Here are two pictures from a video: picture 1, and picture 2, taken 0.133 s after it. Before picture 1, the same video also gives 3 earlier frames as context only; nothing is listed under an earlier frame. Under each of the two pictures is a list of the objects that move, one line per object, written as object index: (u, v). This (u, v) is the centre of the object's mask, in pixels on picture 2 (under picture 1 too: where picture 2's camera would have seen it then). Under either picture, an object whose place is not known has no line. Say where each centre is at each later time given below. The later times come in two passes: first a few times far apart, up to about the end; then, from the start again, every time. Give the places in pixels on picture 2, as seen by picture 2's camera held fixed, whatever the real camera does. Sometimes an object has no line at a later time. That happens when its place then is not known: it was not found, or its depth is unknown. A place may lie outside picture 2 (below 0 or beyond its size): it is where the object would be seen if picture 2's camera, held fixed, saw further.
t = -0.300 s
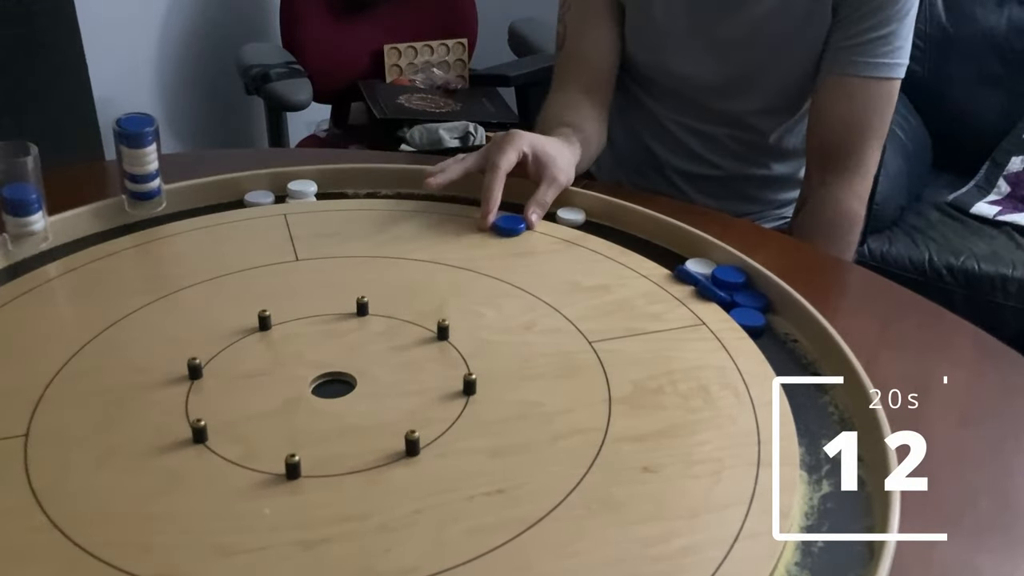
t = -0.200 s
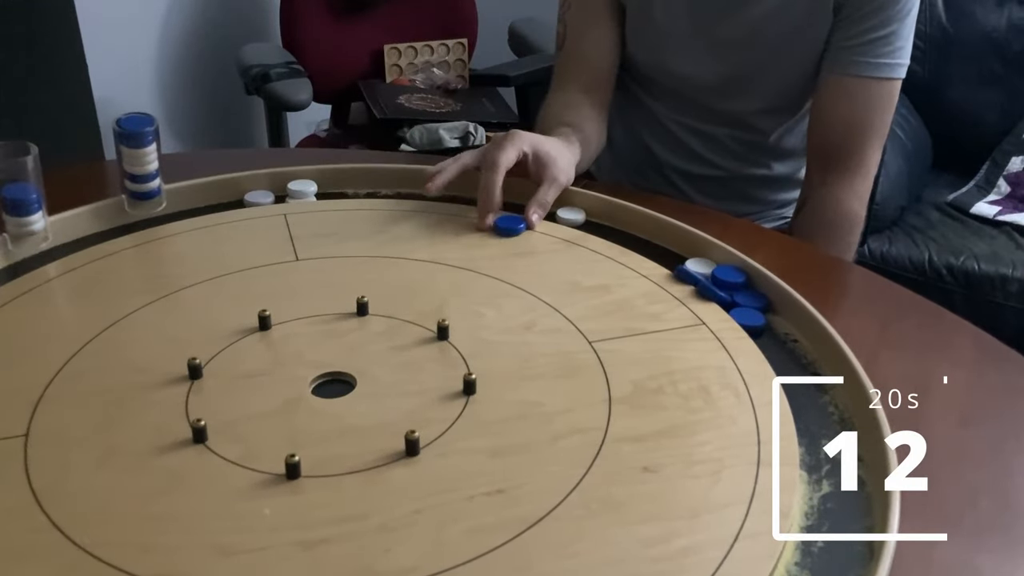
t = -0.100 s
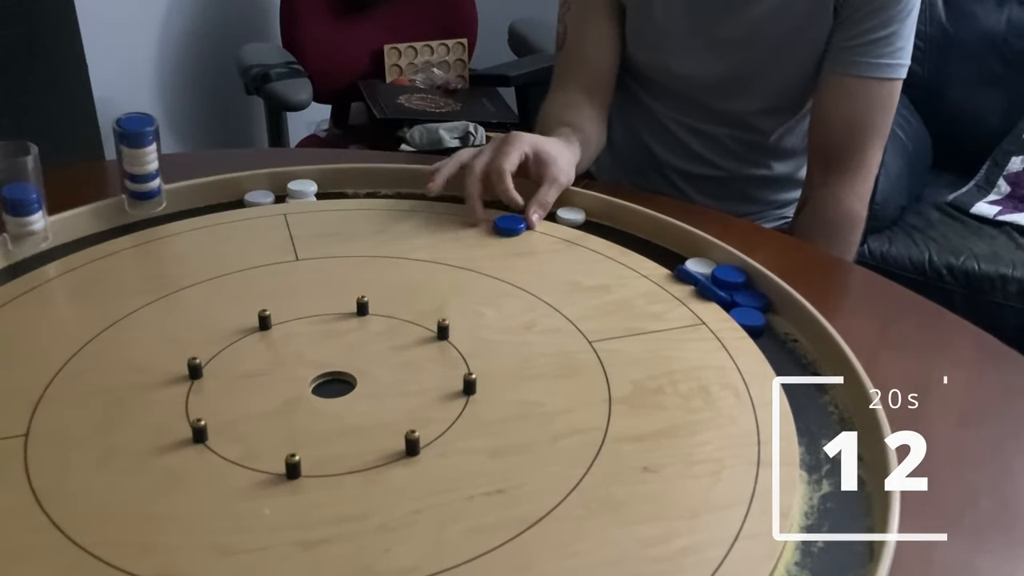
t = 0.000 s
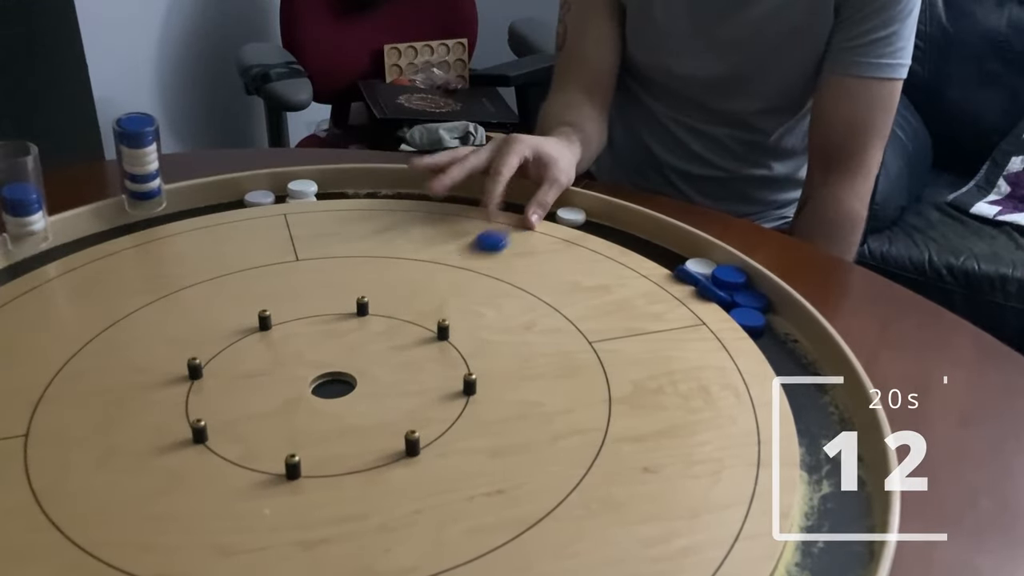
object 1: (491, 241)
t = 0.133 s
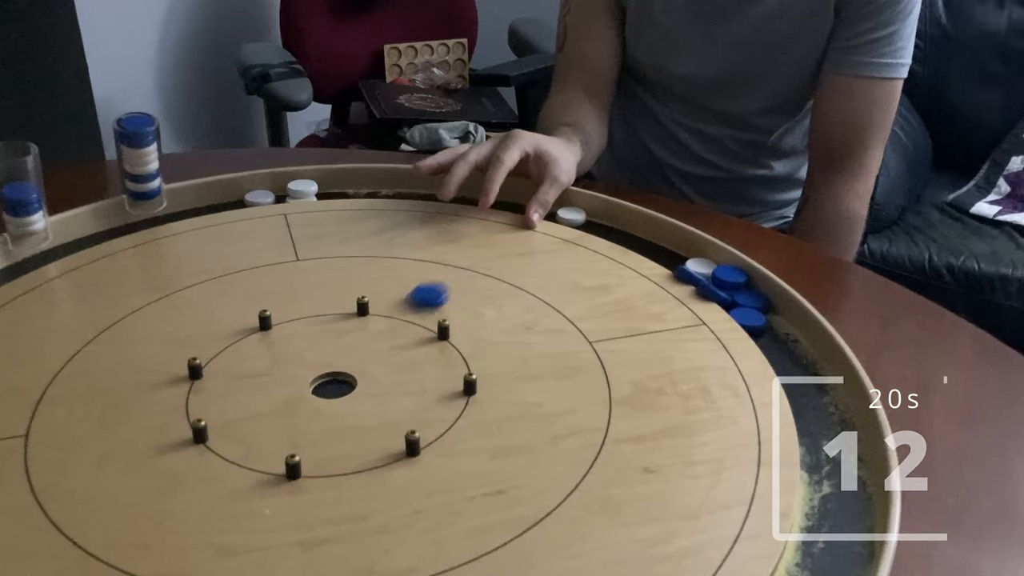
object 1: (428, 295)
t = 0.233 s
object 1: (380, 337)
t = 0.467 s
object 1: (332, 380)
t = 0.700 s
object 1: (332, 384)
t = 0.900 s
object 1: (332, 384)
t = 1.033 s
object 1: (332, 384)
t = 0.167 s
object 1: (412, 310)
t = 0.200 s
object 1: (396, 323)
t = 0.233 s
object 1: (380, 337)
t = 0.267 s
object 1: (364, 351)
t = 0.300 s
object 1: (350, 363)
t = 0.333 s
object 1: (334, 379)
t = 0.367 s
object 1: (332, 381)
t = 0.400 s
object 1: (330, 379)
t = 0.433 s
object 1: (330, 378)
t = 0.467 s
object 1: (332, 380)
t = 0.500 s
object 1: (333, 383)
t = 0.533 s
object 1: (333, 384)
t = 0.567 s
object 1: (332, 384)
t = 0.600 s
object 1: (332, 384)
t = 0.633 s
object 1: (332, 384)
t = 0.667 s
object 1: (332, 384)
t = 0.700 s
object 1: (332, 384)
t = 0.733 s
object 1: (332, 384)
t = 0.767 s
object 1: (332, 384)
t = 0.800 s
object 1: (332, 384)
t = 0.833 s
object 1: (332, 384)
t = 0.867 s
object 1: (332, 384)
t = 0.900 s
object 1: (332, 384)
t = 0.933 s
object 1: (332, 384)
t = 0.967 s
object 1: (332, 384)
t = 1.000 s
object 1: (332, 384)
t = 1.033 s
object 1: (332, 384)
